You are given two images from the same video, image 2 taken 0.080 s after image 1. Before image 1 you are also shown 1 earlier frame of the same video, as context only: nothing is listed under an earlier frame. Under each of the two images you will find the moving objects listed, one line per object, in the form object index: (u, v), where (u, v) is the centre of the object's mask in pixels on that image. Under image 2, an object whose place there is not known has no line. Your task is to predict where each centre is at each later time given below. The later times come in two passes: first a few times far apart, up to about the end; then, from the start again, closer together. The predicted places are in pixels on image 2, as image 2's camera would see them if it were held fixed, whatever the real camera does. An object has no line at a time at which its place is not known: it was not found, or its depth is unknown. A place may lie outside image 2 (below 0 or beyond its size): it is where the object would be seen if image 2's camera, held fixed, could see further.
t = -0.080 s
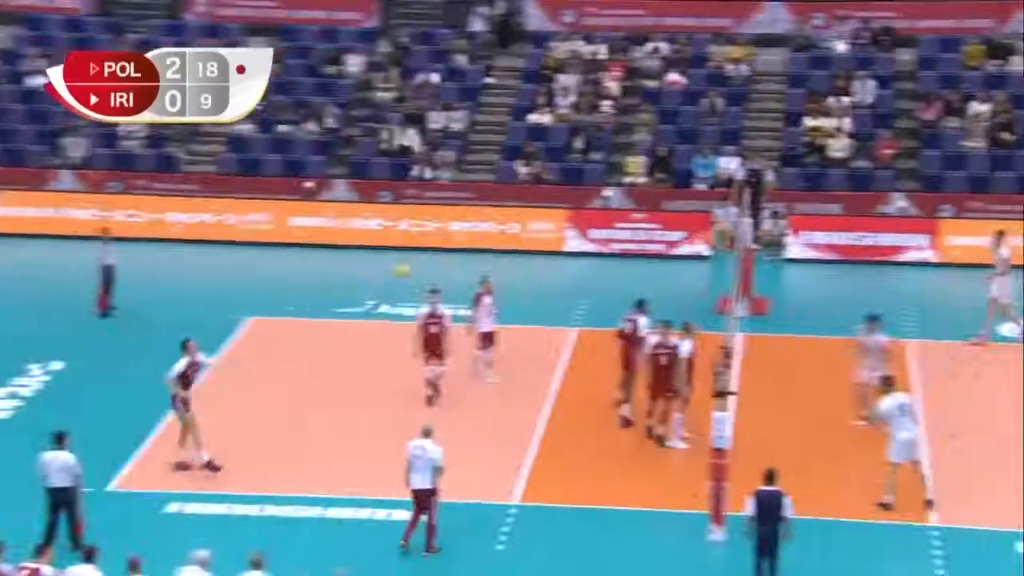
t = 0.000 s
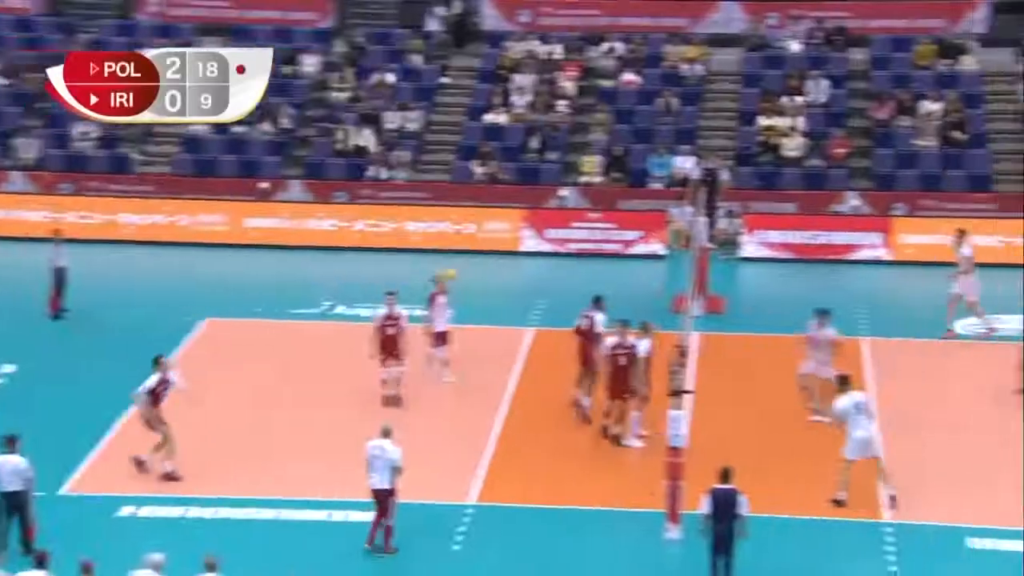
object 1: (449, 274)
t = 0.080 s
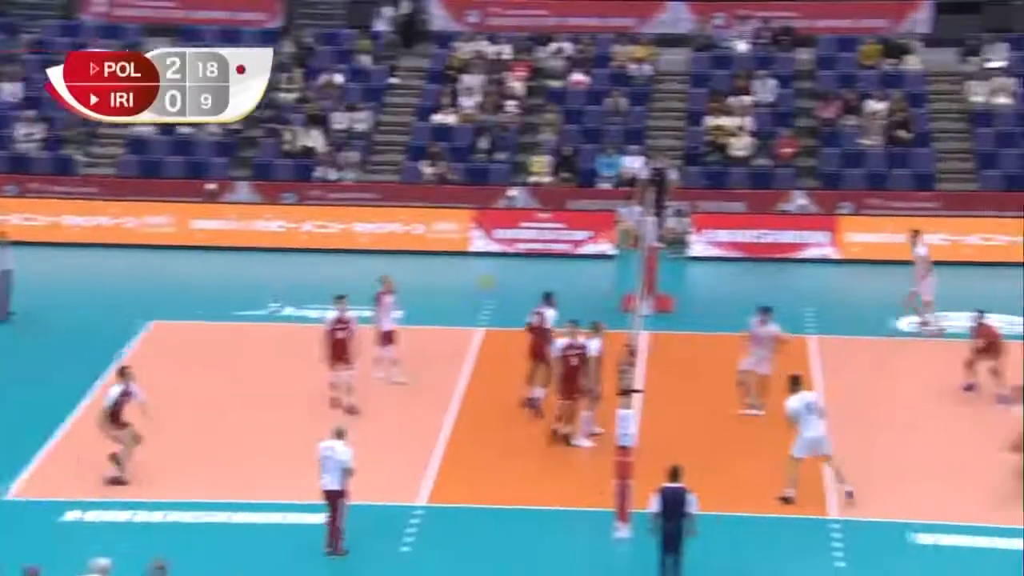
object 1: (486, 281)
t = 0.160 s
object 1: (572, 287)
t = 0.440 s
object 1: (862, 346)
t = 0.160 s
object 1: (572, 287)
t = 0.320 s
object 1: (742, 315)
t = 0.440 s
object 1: (862, 346)
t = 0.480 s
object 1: (900, 356)
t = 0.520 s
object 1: (941, 374)
